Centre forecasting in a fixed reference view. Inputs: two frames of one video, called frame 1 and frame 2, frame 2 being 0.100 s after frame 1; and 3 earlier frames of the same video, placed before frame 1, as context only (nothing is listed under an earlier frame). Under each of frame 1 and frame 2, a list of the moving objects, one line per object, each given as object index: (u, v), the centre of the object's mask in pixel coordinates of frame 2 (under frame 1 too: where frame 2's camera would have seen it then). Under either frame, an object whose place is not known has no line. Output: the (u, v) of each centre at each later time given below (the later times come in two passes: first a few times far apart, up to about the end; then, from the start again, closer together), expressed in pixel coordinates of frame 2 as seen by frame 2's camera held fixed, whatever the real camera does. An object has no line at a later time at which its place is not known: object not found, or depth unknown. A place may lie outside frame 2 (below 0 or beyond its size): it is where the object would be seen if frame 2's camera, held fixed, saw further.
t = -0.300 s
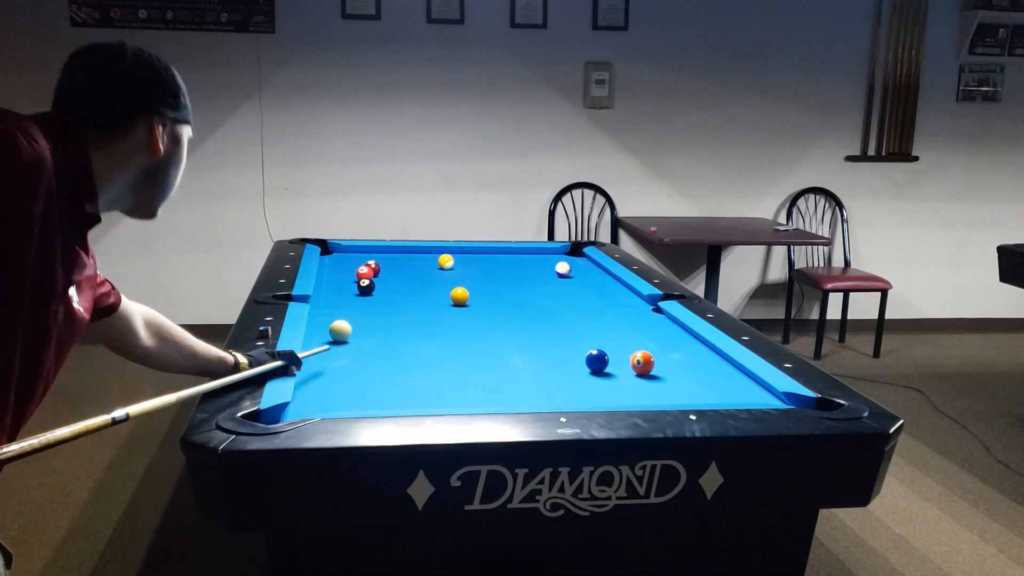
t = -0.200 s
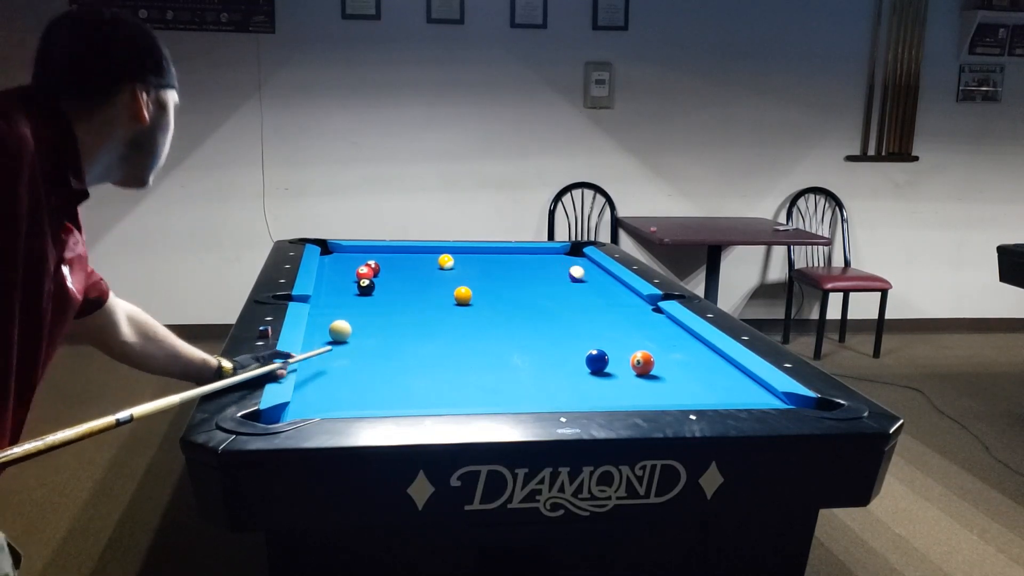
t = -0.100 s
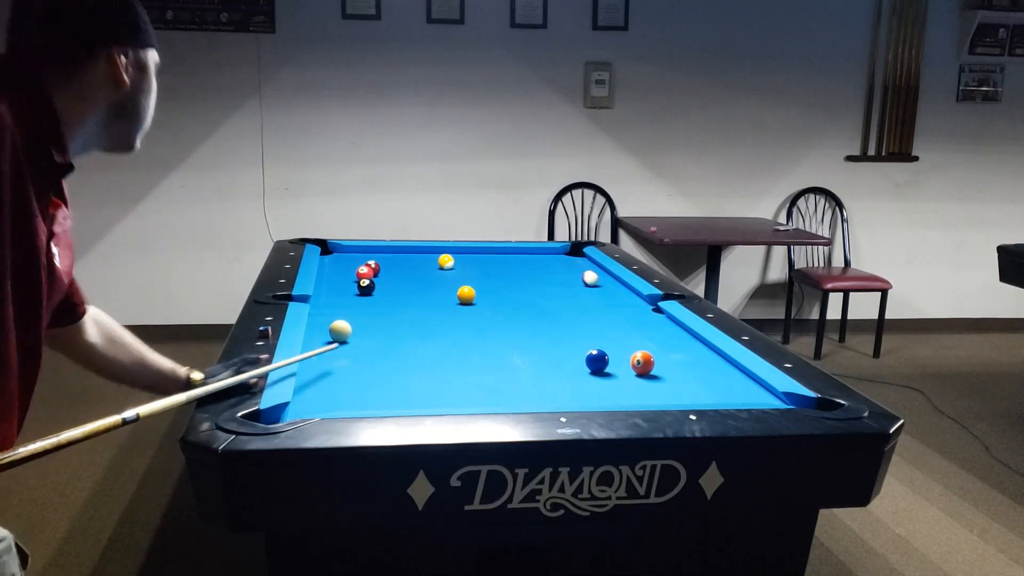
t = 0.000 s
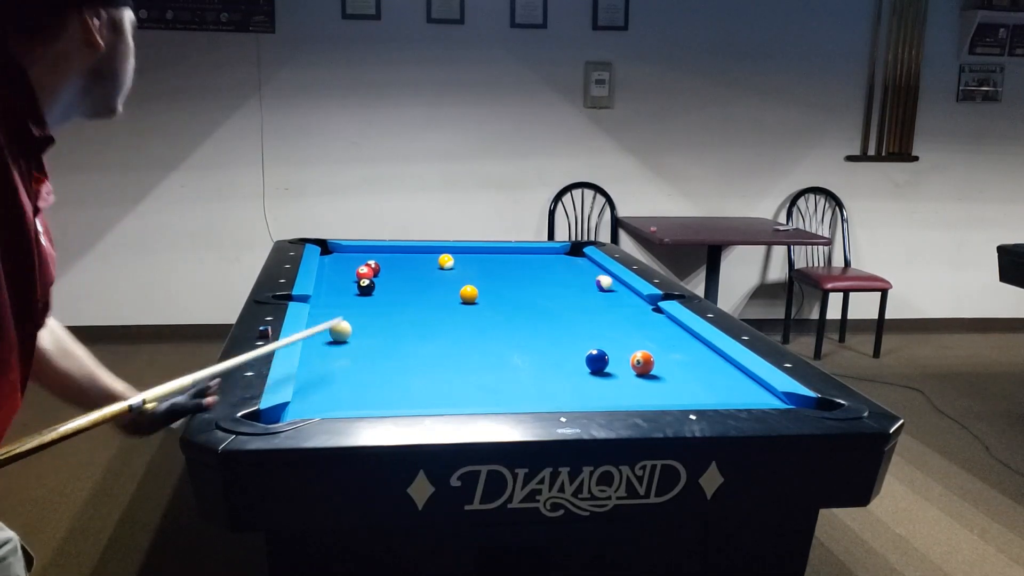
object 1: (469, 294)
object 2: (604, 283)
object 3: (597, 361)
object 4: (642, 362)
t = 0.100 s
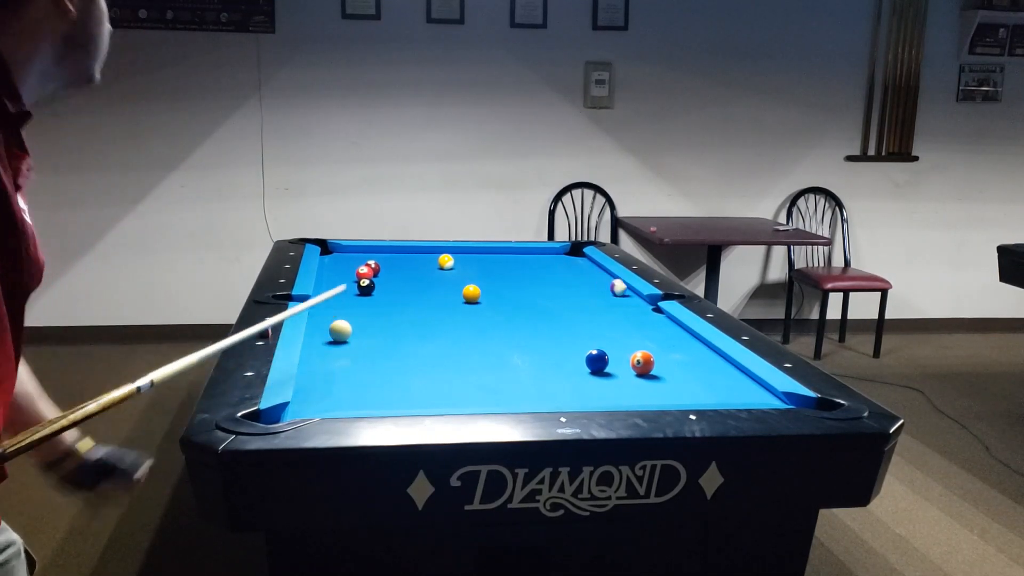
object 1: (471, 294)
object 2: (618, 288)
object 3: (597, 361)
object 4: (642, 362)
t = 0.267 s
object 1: (475, 293)
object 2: (628, 295)
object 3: (597, 361)
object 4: (642, 362)
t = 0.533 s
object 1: (480, 292)
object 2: (629, 306)
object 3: (597, 361)
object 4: (642, 362)
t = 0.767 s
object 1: (484, 291)
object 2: (630, 317)
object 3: (597, 361)
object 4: (642, 362)
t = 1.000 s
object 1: (486, 290)
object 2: (630, 328)
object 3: (597, 361)
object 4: (642, 363)
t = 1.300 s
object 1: (488, 290)
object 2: (631, 343)
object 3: (597, 361)
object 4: (642, 363)
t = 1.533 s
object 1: (488, 290)
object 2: (628, 354)
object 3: (597, 361)
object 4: (642, 363)
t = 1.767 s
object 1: (488, 290)
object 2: (619, 360)
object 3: (594, 361)
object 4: (657, 370)
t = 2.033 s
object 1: (488, 290)
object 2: (617, 362)
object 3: (581, 363)
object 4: (673, 379)
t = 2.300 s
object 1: (488, 290)
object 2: (615, 363)
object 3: (571, 364)
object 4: (689, 387)
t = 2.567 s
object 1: (488, 290)
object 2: (614, 364)
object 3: (562, 365)
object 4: (704, 393)
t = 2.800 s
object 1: (488, 290)
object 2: (614, 364)
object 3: (556, 366)
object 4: (716, 396)
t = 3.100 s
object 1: (488, 289)
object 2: (614, 364)
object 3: (550, 367)
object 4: (716, 395)
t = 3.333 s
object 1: (488, 289)
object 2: (614, 364)
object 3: (547, 367)
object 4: (715, 394)
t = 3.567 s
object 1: (488, 289)
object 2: (614, 364)
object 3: (546, 367)
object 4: (714, 393)
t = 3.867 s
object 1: (488, 289)
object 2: (614, 364)
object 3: (547, 367)
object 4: (713, 392)
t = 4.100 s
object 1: (488, 289)
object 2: (614, 364)
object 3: (547, 367)
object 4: (714, 391)
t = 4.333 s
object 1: (488, 289)
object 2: (614, 364)
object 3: (547, 367)
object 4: (714, 391)
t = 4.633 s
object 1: (488, 290)
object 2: (614, 364)
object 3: (547, 367)
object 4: (714, 391)
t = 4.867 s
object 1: (488, 290)
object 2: (614, 364)
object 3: (547, 367)
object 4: (714, 391)
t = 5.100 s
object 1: (488, 290)
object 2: (614, 364)
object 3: (547, 367)
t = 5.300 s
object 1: (488, 290)
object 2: (614, 364)
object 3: (547, 367)
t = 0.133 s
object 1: (472, 293)
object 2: (623, 289)
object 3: (597, 361)
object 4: (642, 362)
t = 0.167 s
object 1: (473, 293)
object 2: (627, 290)
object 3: (597, 361)
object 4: (642, 362)
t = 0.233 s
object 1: (475, 293)
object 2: (628, 293)
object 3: (597, 361)
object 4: (642, 362)
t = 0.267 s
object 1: (475, 293)
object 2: (628, 295)
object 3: (597, 361)
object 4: (642, 362)
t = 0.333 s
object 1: (477, 293)
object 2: (628, 297)
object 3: (597, 361)
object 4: (642, 362)
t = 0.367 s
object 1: (477, 292)
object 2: (628, 299)
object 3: (597, 361)
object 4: (642, 362)
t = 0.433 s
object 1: (479, 292)
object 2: (628, 302)
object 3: (597, 361)
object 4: (642, 362)
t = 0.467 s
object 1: (479, 292)
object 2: (629, 303)
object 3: (597, 361)
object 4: (642, 362)
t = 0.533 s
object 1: (480, 292)
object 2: (629, 306)
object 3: (597, 361)
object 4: (642, 362)
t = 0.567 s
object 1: (481, 291)
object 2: (629, 308)
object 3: (597, 361)
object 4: (642, 362)
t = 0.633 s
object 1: (482, 291)
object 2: (629, 311)
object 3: (597, 361)
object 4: (642, 362)
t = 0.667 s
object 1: (482, 291)
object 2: (629, 312)
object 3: (597, 361)
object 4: (642, 362)
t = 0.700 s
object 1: (483, 291)
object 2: (629, 313)
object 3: (597, 361)
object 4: (642, 362)
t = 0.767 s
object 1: (484, 291)
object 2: (630, 317)
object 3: (597, 361)
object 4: (642, 362)
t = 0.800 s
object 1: (484, 291)
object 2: (630, 318)
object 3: (597, 361)
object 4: (642, 362)
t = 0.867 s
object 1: (485, 291)
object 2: (630, 321)
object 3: (597, 361)
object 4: (642, 362)
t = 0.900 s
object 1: (485, 291)
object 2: (630, 322)
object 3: (597, 361)
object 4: (642, 362)
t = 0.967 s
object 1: (486, 290)
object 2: (630, 326)
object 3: (597, 361)
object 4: (642, 362)
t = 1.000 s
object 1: (486, 290)
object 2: (630, 328)
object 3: (597, 361)
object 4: (642, 363)
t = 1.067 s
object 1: (486, 290)
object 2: (630, 331)
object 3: (597, 361)
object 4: (642, 362)
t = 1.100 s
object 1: (487, 290)
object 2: (631, 332)
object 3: (597, 361)
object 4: (642, 363)
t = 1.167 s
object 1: (487, 290)
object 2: (631, 336)
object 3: (597, 361)
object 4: (642, 362)
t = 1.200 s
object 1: (488, 290)
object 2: (631, 338)
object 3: (597, 361)
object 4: (642, 363)
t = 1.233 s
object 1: (488, 290)
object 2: (631, 340)
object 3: (597, 361)
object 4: (642, 363)
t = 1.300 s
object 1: (488, 290)
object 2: (631, 343)
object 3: (597, 361)
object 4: (642, 363)
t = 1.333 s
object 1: (488, 290)
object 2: (631, 344)
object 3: (597, 361)
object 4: (642, 363)
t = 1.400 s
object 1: (488, 290)
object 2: (631, 347)
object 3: (597, 361)
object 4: (642, 363)
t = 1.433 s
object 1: (488, 290)
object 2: (630, 348)
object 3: (597, 361)
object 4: (642, 363)
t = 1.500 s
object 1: (488, 290)
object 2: (629, 352)
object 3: (597, 361)
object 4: (642, 363)
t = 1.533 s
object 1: (488, 290)
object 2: (628, 354)
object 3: (597, 361)
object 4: (642, 363)
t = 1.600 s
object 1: (488, 290)
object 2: (627, 357)
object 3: (597, 361)
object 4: (646, 365)
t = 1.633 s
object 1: (488, 290)
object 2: (625, 358)
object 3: (597, 361)
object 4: (648, 366)
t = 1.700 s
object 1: (488, 290)
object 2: (620, 359)
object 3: (597, 361)
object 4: (653, 368)
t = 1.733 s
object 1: (488, 290)
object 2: (619, 359)
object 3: (596, 361)
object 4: (655, 369)
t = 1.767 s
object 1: (488, 290)
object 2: (619, 360)
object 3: (594, 361)
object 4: (657, 370)
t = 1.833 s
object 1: (488, 290)
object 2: (618, 360)
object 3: (591, 362)
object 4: (661, 373)
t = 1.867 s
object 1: (488, 290)
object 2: (618, 361)
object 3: (589, 362)
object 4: (663, 374)
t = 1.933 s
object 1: (488, 290)
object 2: (618, 361)
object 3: (586, 362)
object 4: (667, 376)
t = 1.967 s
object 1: (488, 290)
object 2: (618, 361)
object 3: (585, 362)
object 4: (669, 377)
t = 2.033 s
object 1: (488, 290)
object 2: (617, 362)
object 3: (581, 363)
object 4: (673, 379)
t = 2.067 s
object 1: (488, 290)
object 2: (617, 362)
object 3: (580, 363)
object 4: (675, 380)
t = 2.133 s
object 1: (488, 290)
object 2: (616, 362)
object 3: (577, 363)
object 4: (679, 382)
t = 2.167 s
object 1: (488, 290)
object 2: (616, 362)
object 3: (576, 363)
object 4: (681, 383)
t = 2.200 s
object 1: (488, 290)
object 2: (616, 363)
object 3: (574, 363)
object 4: (683, 384)
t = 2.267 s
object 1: (488, 290)
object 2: (616, 363)
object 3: (572, 364)
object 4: (687, 387)
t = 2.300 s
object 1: (488, 290)
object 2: (615, 363)
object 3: (571, 364)
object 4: (689, 387)
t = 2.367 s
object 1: (488, 290)
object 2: (615, 364)
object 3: (568, 364)
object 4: (693, 390)
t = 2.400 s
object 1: (488, 290)
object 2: (615, 364)
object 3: (567, 364)
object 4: (694, 390)
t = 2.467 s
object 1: (488, 290)
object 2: (615, 364)
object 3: (565, 365)
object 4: (698, 392)
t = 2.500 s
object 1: (488, 290)
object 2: (614, 364)
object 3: (564, 365)
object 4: (700, 392)
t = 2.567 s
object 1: (488, 290)
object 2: (614, 364)
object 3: (562, 365)
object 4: (704, 393)
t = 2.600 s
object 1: (488, 289)
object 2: (614, 364)
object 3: (561, 365)
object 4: (705, 394)
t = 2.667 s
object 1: (488, 289)
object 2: (614, 364)
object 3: (559, 365)
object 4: (709, 395)
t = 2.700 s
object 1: (488, 290)
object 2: (614, 364)
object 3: (558, 366)
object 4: (711, 395)
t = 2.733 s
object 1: (488, 289)
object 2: (614, 364)
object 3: (557, 366)
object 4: (713, 395)
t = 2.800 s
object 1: (488, 290)
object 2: (614, 364)
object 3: (556, 366)
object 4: (716, 396)
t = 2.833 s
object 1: (488, 289)
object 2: (614, 364)
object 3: (555, 366)
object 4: (718, 397)
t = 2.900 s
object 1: (488, 289)
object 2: (614, 364)
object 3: (553, 366)
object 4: (718, 397)
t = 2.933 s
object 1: (488, 290)
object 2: (614, 364)
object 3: (553, 366)
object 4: (718, 396)
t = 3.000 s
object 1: (488, 289)
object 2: (614, 364)
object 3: (551, 367)
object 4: (717, 396)
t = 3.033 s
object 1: (488, 290)
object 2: (614, 364)
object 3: (551, 367)
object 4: (717, 396)
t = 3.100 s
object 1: (488, 289)
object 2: (614, 364)
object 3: (550, 367)
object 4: (716, 395)
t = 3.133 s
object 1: (488, 290)
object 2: (614, 364)
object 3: (549, 367)
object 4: (716, 395)
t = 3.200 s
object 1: (488, 289)
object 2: (614, 364)
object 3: (548, 367)
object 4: (716, 395)
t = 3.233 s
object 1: (488, 289)
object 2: (614, 364)
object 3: (548, 367)
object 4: (716, 394)
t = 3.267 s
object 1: (488, 289)
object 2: (614, 364)
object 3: (548, 367)
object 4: (715, 394)
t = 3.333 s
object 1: (488, 289)
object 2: (614, 364)
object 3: (547, 367)
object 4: (715, 394)
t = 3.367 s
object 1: (488, 289)
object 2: (614, 364)
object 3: (547, 367)
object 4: (715, 394)
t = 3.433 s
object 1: (488, 289)
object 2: (614, 364)
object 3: (547, 367)
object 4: (714, 393)
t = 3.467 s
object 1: (488, 289)
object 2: (614, 364)
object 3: (547, 367)
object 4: (714, 393)
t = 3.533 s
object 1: (488, 289)
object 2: (614, 364)
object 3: (546, 367)
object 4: (714, 393)
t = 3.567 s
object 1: (488, 289)
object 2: (614, 364)
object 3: (546, 367)
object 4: (714, 393)
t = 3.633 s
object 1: (488, 289)
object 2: (614, 364)
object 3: (546, 367)
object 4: (714, 392)
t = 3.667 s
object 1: (488, 290)
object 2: (614, 364)
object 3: (546, 367)
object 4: (714, 392)
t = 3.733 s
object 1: (488, 289)
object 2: (614, 364)
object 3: (546, 367)
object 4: (713, 392)
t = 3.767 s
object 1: (488, 289)
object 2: (614, 364)
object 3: (547, 367)
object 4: (713, 392)
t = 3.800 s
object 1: (488, 289)
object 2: (614, 364)
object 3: (547, 367)
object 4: (713, 392)
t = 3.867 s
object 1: (488, 289)
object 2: (614, 364)
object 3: (547, 367)
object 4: (713, 392)
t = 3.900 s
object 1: (488, 289)
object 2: (614, 364)
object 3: (547, 367)
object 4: (713, 392)
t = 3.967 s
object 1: (488, 289)
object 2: (614, 364)
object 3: (547, 367)
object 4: (713, 391)
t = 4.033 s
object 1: (488, 289)
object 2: (614, 364)
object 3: (547, 367)
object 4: (713, 391)
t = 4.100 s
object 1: (488, 289)
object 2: (614, 364)
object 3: (547, 367)
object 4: (714, 391)
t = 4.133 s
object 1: (488, 289)
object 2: (614, 364)
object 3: (547, 367)
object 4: (714, 391)
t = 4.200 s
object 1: (488, 289)
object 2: (614, 364)
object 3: (547, 367)
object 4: (714, 391)
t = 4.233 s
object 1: (488, 290)
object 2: (614, 364)
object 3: (547, 367)
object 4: (714, 391)
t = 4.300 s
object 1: (488, 289)
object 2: (614, 364)
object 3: (547, 367)
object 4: (714, 391)
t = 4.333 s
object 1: (488, 289)
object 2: (614, 364)
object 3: (547, 367)
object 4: (714, 391)
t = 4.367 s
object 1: (488, 289)
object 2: (614, 364)
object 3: (547, 367)
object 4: (714, 391)
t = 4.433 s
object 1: (488, 290)
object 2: (614, 364)
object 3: (547, 367)
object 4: (714, 391)
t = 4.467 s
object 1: (488, 290)
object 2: (614, 364)
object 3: (547, 367)
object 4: (714, 391)
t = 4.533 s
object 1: (488, 290)
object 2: (614, 364)
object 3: (547, 367)
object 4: (714, 391)
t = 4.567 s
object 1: (488, 289)
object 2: (614, 364)
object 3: (547, 367)
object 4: (714, 391)
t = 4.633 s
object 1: (488, 290)
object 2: (614, 364)
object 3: (547, 367)
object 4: (714, 391)
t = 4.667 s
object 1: (488, 289)
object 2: (614, 364)
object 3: (546, 367)
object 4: (714, 391)
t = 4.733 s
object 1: (488, 290)
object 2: (614, 364)
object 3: (546, 367)
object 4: (714, 391)
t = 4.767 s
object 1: (488, 289)
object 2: (614, 364)
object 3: (546, 367)
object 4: (714, 391)
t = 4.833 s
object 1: (488, 290)
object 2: (614, 364)
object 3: (547, 367)
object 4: (714, 391)
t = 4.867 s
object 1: (488, 290)
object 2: (614, 364)
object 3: (547, 367)
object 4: (714, 391)
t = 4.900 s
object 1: (488, 290)
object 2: (614, 364)
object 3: (547, 367)
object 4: (714, 391)
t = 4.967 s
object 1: (488, 290)
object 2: (614, 364)
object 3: (547, 367)
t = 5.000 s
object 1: (488, 290)
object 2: (614, 364)
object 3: (546, 367)
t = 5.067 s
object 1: (488, 290)
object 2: (614, 364)
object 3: (547, 367)
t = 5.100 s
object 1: (488, 290)
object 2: (614, 364)
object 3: (547, 367)
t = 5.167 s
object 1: (488, 290)
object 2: (614, 364)
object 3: (547, 367)
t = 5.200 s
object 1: (488, 290)
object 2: (614, 364)
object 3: (547, 367)
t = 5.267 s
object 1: (488, 289)
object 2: (614, 364)
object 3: (547, 367)
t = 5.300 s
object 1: (488, 290)
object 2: (614, 364)
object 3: (547, 367)
